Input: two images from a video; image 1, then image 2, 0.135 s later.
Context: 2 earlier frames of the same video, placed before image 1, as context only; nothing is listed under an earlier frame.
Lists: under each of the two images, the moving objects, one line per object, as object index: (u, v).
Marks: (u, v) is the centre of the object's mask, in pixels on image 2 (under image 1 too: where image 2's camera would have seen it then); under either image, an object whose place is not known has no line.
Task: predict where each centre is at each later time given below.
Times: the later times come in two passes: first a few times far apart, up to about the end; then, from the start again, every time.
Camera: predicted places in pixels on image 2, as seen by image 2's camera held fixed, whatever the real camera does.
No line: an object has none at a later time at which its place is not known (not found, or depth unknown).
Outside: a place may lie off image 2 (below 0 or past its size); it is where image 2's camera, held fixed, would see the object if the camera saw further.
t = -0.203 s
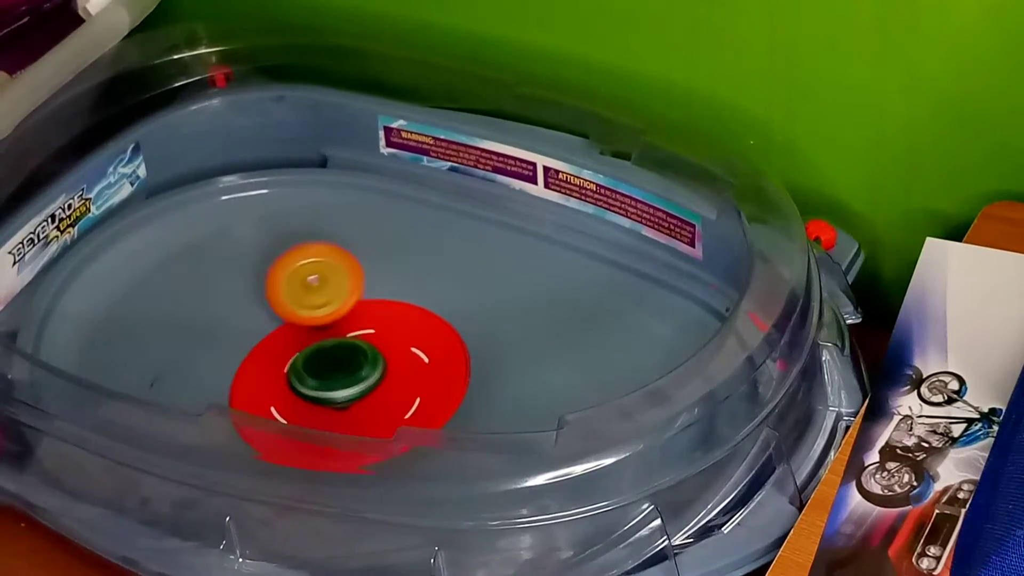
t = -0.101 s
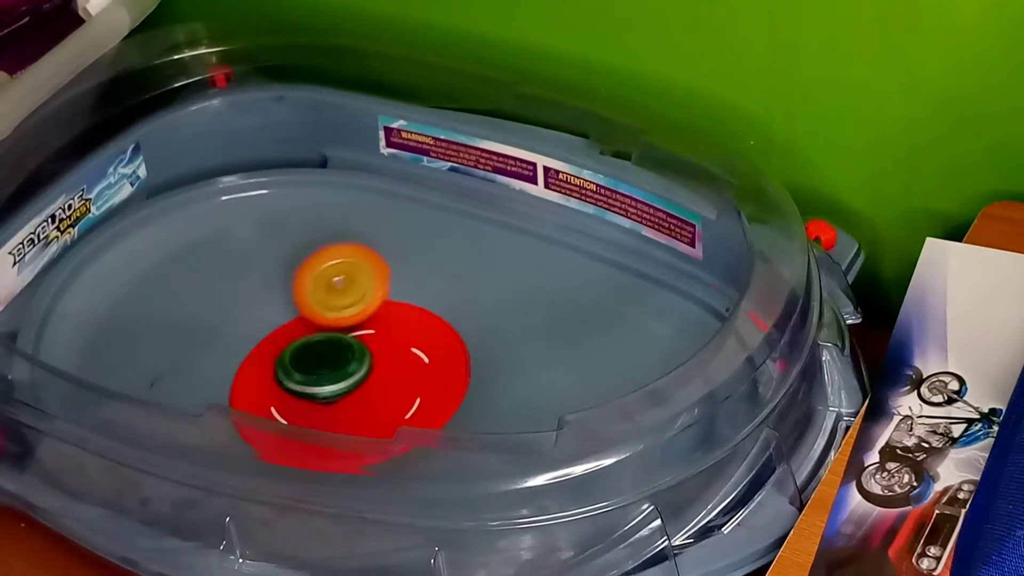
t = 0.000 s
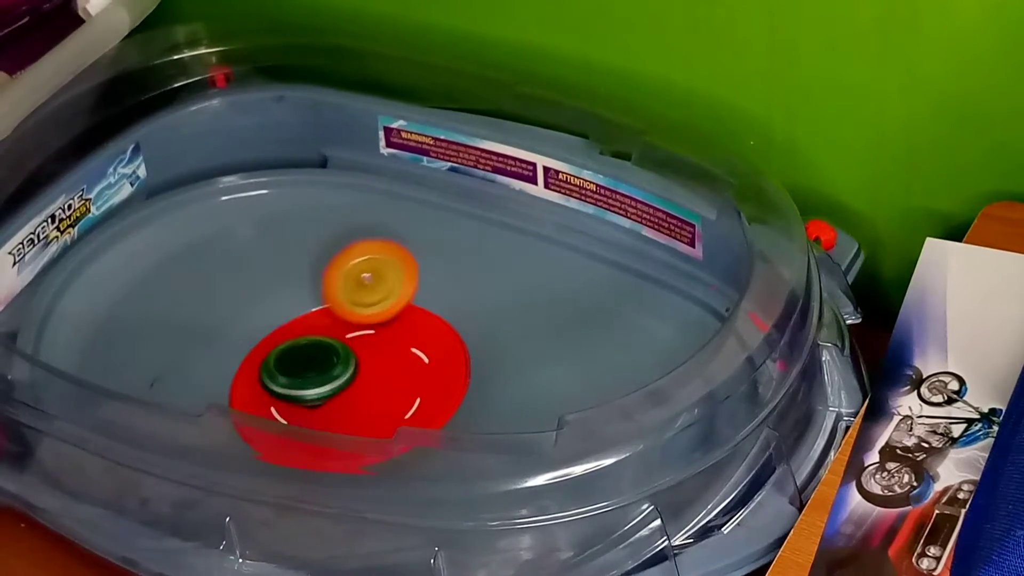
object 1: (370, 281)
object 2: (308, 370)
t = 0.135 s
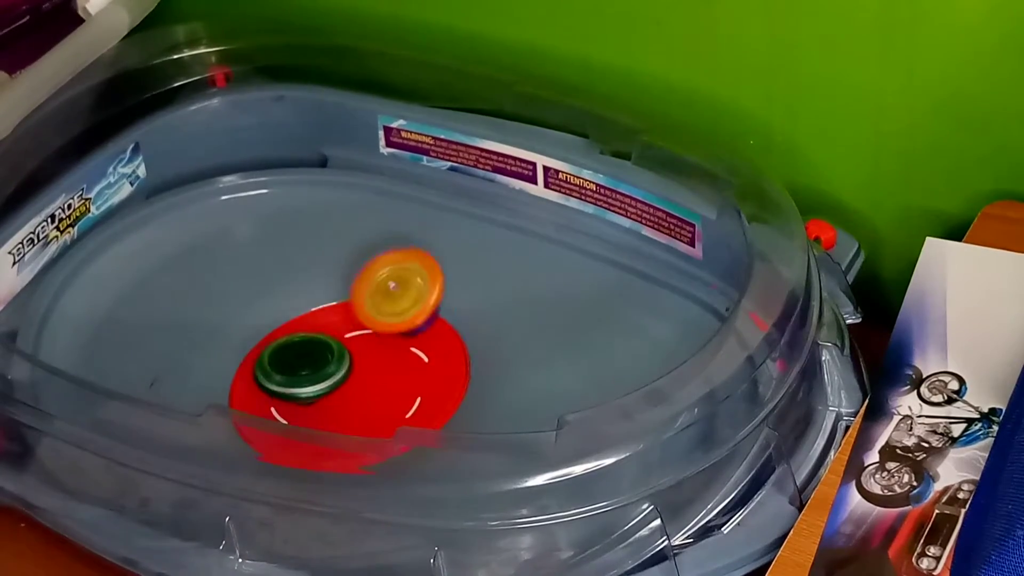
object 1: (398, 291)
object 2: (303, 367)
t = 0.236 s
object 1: (414, 311)
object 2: (301, 363)
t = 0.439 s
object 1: (426, 368)
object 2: (306, 359)
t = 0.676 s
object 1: (398, 407)
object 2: (326, 361)
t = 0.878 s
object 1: (331, 431)
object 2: (347, 363)
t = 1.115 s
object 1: (271, 412)
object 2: (360, 368)
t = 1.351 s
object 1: (95, 371)
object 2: (408, 340)
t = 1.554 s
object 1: (74, 338)
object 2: (393, 356)
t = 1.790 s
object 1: (145, 297)
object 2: (356, 382)
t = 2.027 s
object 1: (261, 315)
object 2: (315, 397)
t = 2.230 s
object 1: (392, 302)
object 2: (310, 405)
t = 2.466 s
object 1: (454, 290)
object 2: (297, 394)
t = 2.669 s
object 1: (422, 341)
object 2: (309, 375)
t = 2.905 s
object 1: (509, 505)
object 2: (125, 268)
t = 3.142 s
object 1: (467, 542)
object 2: (145, 284)
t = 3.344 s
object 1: (325, 525)
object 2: (222, 305)
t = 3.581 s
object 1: (192, 469)
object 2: (360, 387)
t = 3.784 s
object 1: (191, 378)
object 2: (411, 406)
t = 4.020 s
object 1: (282, 314)
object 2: (372, 431)
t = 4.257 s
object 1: (417, 283)
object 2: (329, 411)
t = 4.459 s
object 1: (454, 325)
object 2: (329, 361)
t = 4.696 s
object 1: (374, 414)
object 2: (358, 326)
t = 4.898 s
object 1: (236, 436)
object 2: (383, 335)
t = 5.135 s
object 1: (123, 386)
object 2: (360, 382)
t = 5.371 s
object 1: (111, 323)
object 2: (301, 397)
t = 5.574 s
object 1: (174, 300)
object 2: (285, 378)
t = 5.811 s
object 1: (263, 329)
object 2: (354, 375)
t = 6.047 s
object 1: (344, 359)
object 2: (420, 398)
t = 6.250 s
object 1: (338, 362)
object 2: (373, 417)
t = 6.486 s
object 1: (329, 320)
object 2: (275, 417)
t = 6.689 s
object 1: (341, 310)
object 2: (250, 393)
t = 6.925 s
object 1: (335, 360)
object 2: (278, 399)
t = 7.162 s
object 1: (395, 391)
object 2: (270, 412)
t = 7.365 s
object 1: (393, 384)
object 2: (284, 396)
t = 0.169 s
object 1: (403, 296)
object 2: (302, 366)
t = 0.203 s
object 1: (409, 303)
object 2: (301, 364)
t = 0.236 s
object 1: (414, 311)
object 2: (301, 363)
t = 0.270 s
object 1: (419, 320)
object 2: (301, 362)
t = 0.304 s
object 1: (422, 330)
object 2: (301, 361)
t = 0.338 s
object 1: (425, 339)
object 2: (302, 360)
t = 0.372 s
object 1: (426, 350)
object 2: (303, 360)
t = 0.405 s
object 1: (428, 359)
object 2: (304, 359)
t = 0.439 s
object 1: (426, 368)
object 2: (306, 359)
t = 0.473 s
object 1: (424, 375)
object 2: (308, 360)
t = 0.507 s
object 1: (420, 386)
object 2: (309, 360)
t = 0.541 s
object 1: (418, 391)
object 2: (312, 360)
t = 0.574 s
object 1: (416, 395)
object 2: (315, 360)
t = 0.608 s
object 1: (412, 399)
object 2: (318, 360)
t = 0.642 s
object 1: (406, 403)
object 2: (322, 361)
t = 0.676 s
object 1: (398, 407)
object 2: (326, 361)
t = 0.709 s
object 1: (385, 416)
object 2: (330, 361)
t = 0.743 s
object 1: (376, 420)
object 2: (334, 361)
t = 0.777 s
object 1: (365, 424)
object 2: (338, 361)
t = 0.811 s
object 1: (355, 427)
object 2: (341, 361)
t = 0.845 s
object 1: (344, 429)
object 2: (344, 362)
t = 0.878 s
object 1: (331, 431)
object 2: (347, 363)
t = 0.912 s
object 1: (318, 432)
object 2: (350, 364)
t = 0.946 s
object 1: (305, 431)
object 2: (353, 365)
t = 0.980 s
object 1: (294, 428)
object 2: (355, 366)
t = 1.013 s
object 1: (287, 425)
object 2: (356, 367)
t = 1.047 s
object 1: (281, 420)
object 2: (356, 368)
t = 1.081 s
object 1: (277, 415)
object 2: (357, 368)
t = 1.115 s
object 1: (271, 412)
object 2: (360, 368)
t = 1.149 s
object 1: (242, 412)
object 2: (378, 361)
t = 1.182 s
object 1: (215, 410)
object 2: (393, 354)
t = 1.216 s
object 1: (190, 405)
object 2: (401, 348)
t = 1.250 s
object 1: (166, 398)
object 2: (405, 344)
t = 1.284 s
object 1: (141, 390)
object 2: (407, 342)
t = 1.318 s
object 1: (117, 381)
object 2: (408, 340)
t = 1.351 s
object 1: (95, 371)
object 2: (408, 340)
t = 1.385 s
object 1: (74, 361)
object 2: (407, 341)
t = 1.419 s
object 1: (63, 352)
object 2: (405, 343)
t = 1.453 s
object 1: (66, 346)
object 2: (403, 345)
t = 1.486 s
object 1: (69, 345)
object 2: (400, 349)
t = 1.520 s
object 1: (71, 343)
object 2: (396, 352)
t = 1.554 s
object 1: (74, 338)
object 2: (393, 356)
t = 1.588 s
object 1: (78, 335)
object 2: (389, 359)
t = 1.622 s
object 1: (83, 330)
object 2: (385, 363)
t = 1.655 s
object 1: (93, 322)
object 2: (379, 367)
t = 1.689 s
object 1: (105, 315)
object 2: (373, 371)
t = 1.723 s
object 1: (116, 308)
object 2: (367, 375)
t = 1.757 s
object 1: (130, 302)
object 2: (362, 379)
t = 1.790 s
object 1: (145, 297)
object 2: (356, 382)
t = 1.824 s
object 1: (160, 293)
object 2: (350, 386)
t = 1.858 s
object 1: (176, 290)
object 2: (344, 389)
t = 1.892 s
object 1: (193, 289)
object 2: (337, 392)
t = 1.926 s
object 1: (211, 289)
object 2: (330, 394)
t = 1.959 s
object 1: (227, 293)
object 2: (325, 396)
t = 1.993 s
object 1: (244, 302)
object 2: (320, 397)
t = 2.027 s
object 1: (261, 315)
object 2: (315, 397)
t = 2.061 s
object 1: (281, 325)
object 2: (311, 397)
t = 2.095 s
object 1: (308, 324)
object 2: (310, 401)
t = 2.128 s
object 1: (332, 320)
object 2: (310, 405)
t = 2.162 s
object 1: (355, 314)
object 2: (311, 406)
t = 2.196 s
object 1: (375, 308)
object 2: (310, 406)
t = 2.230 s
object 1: (392, 302)
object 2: (310, 405)
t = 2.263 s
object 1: (408, 296)
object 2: (308, 404)
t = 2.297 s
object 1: (422, 293)
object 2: (305, 403)
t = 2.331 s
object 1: (434, 290)
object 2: (302, 402)
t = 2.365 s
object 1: (441, 288)
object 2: (300, 400)
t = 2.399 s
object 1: (447, 286)
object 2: (298, 398)
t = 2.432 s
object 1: (451, 287)
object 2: (297, 396)
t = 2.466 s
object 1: (454, 290)
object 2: (297, 394)
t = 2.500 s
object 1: (454, 295)
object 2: (297, 392)
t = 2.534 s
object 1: (452, 301)
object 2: (299, 389)
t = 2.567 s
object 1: (448, 309)
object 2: (301, 386)
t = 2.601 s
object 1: (442, 317)
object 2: (303, 381)
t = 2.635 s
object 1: (433, 329)
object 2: (306, 378)
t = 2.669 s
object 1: (422, 341)
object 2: (309, 375)
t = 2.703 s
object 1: (412, 357)
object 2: (311, 371)
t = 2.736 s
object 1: (436, 381)
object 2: (273, 352)
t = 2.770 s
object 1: (459, 399)
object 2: (229, 325)
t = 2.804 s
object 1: (478, 428)
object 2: (198, 305)
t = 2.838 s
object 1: (496, 450)
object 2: (167, 293)
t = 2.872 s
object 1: (506, 478)
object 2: (145, 281)
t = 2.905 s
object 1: (509, 505)
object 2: (125, 268)
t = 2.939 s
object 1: (512, 522)
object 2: (114, 258)
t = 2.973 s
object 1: (511, 526)
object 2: (110, 253)
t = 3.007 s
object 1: (510, 530)
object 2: (111, 255)
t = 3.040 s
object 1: (506, 531)
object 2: (117, 263)
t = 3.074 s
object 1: (499, 532)
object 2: (126, 270)
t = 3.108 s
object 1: (487, 537)
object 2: (136, 278)
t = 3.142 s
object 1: (467, 542)
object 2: (145, 284)
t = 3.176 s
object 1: (446, 542)
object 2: (153, 289)
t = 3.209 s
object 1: (427, 538)
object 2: (163, 293)
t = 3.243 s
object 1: (399, 538)
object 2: (179, 295)
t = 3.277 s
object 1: (376, 535)
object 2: (192, 298)
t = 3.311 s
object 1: (350, 531)
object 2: (208, 301)
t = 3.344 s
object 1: (325, 525)
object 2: (222, 305)
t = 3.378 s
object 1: (300, 519)
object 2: (239, 315)
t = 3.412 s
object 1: (276, 513)
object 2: (260, 329)
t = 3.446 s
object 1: (252, 504)
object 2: (281, 343)
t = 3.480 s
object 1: (230, 495)
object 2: (301, 357)
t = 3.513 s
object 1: (212, 487)
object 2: (323, 369)
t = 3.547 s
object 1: (197, 480)
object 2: (342, 379)
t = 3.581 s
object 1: (192, 469)
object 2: (360, 387)
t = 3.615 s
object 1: (192, 465)
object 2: (375, 394)
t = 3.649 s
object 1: (194, 449)
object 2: (388, 399)
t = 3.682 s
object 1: (189, 436)
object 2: (399, 402)
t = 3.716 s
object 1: (187, 417)
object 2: (405, 404)
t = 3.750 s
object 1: (185, 401)
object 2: (410, 405)
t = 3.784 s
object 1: (191, 378)
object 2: (411, 406)
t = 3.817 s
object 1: (197, 369)
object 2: (411, 409)
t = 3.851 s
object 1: (207, 356)
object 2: (407, 411)
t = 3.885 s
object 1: (219, 345)
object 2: (403, 414)
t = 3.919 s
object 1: (232, 335)
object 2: (397, 416)
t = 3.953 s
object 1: (247, 327)
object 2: (389, 419)
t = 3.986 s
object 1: (264, 321)
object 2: (381, 421)
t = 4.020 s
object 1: (282, 314)
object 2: (372, 431)
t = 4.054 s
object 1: (301, 306)
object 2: (363, 433)
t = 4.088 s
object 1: (323, 298)
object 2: (357, 430)
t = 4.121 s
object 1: (344, 292)
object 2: (350, 427)
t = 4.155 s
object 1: (365, 286)
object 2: (344, 418)
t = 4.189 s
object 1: (384, 283)
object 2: (338, 416)
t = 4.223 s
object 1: (400, 282)
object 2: (333, 415)
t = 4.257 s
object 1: (417, 283)
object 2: (329, 411)
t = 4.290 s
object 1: (429, 287)
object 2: (326, 406)
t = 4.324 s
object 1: (438, 290)
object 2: (325, 399)
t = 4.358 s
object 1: (447, 296)
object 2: (326, 391)
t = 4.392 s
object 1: (452, 303)
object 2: (326, 381)
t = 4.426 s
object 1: (455, 313)
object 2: (327, 371)
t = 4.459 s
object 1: (454, 325)
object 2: (329, 361)
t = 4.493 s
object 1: (449, 338)
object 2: (332, 353)
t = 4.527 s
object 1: (443, 352)
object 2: (335, 344)
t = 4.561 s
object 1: (433, 365)
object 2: (340, 338)
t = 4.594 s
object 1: (422, 380)
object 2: (345, 334)
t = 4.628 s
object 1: (405, 395)
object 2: (349, 330)
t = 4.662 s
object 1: (389, 408)
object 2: (354, 328)
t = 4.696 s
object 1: (374, 414)
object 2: (358, 326)
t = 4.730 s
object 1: (359, 418)
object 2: (364, 325)
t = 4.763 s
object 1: (337, 430)
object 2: (369, 325)
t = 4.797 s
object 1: (302, 436)
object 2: (375, 326)
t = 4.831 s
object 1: (282, 438)
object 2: (378, 328)
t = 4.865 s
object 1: (257, 437)
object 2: (382, 331)
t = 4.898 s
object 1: (236, 436)
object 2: (383, 335)
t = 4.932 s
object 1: (213, 432)
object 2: (384, 341)
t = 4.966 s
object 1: (196, 425)
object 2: (383, 348)
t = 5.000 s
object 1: (177, 418)
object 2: (382, 354)
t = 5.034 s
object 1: (160, 411)
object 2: (378, 361)
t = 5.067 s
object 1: (146, 403)
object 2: (374, 368)
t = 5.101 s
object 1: (133, 394)
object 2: (367, 375)
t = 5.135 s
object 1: (123, 386)
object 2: (360, 382)
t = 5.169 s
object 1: (114, 377)
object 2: (351, 388)
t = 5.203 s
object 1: (109, 366)
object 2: (342, 394)
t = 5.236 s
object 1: (107, 354)
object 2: (332, 397)
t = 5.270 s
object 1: (104, 346)
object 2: (323, 400)
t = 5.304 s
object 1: (105, 339)
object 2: (315, 400)
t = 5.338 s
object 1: (107, 331)
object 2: (308, 399)
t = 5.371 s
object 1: (111, 323)
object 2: (301, 397)
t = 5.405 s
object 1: (118, 317)
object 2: (296, 396)
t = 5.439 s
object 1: (125, 311)
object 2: (291, 394)
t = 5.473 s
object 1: (135, 307)
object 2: (288, 390)
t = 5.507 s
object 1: (147, 304)
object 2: (284, 386)
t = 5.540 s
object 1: (159, 301)
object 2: (284, 382)
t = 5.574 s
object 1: (174, 300)
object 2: (285, 378)
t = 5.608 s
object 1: (188, 302)
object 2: (287, 374)
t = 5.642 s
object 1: (204, 305)
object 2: (291, 370)
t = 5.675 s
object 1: (221, 309)
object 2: (297, 367)
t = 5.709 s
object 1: (233, 310)
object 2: (308, 369)
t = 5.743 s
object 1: (247, 314)
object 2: (325, 371)
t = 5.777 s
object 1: (257, 325)
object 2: (339, 373)
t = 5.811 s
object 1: (263, 329)
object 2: (354, 375)
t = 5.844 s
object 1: (276, 332)
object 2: (370, 376)
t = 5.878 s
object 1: (293, 336)
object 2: (383, 377)
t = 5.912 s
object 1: (308, 344)
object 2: (393, 380)
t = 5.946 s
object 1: (319, 351)
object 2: (401, 383)
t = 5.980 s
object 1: (330, 356)
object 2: (409, 385)
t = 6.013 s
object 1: (340, 360)
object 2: (415, 390)
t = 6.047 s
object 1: (344, 359)
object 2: (420, 398)
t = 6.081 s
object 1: (346, 360)
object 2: (417, 402)
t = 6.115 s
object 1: (346, 362)
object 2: (411, 406)
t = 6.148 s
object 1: (345, 364)
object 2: (403, 409)
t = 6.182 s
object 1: (342, 365)
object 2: (395, 413)
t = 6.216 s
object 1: (339, 364)
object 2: (384, 416)
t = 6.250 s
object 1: (338, 362)
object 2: (373, 417)
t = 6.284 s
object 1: (335, 358)
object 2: (361, 420)
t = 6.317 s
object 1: (331, 357)
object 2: (351, 419)
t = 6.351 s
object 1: (328, 350)
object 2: (334, 425)
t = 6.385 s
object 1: (331, 342)
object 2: (319, 425)
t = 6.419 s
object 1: (331, 336)
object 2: (305, 424)
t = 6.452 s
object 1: (330, 328)
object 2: (293, 411)
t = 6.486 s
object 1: (329, 320)
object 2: (275, 417)
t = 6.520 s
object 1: (331, 313)
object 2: (265, 410)
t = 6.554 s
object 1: (336, 310)
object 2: (257, 405)
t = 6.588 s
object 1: (339, 309)
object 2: (249, 396)
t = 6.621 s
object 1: (339, 309)
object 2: (247, 394)
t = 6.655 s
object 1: (340, 309)
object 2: (247, 393)
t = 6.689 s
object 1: (341, 310)
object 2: (250, 393)
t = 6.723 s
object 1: (342, 314)
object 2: (253, 393)
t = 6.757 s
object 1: (342, 319)
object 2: (257, 393)
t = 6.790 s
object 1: (339, 328)
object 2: (262, 394)
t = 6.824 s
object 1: (337, 336)
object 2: (267, 396)
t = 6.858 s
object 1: (333, 344)
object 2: (275, 396)
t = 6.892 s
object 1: (332, 354)
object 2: (279, 398)
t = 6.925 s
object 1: (335, 360)
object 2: (278, 399)
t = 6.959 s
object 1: (342, 367)
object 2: (277, 400)
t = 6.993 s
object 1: (345, 374)
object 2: (275, 399)
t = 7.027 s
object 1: (363, 378)
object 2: (275, 406)
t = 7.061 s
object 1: (377, 385)
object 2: (272, 411)
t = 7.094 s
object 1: (382, 390)
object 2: (270, 412)
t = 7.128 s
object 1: (389, 391)
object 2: (269, 412)
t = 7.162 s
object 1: (395, 391)
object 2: (270, 412)
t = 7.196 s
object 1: (400, 390)
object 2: (273, 411)
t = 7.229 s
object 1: (403, 391)
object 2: (276, 409)
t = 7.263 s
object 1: (400, 386)
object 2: (282, 396)
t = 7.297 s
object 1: (399, 382)
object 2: (283, 396)
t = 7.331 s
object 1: (399, 382)
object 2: (284, 396)
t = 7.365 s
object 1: (393, 384)
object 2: (284, 396)
